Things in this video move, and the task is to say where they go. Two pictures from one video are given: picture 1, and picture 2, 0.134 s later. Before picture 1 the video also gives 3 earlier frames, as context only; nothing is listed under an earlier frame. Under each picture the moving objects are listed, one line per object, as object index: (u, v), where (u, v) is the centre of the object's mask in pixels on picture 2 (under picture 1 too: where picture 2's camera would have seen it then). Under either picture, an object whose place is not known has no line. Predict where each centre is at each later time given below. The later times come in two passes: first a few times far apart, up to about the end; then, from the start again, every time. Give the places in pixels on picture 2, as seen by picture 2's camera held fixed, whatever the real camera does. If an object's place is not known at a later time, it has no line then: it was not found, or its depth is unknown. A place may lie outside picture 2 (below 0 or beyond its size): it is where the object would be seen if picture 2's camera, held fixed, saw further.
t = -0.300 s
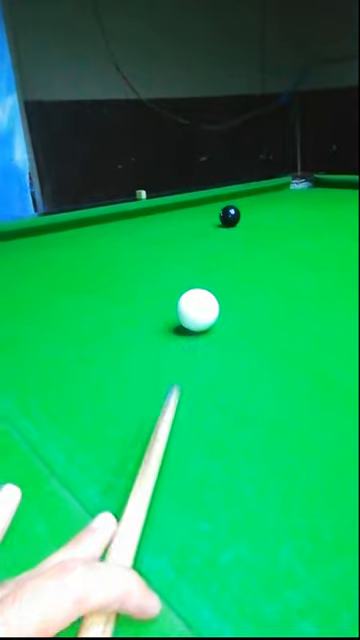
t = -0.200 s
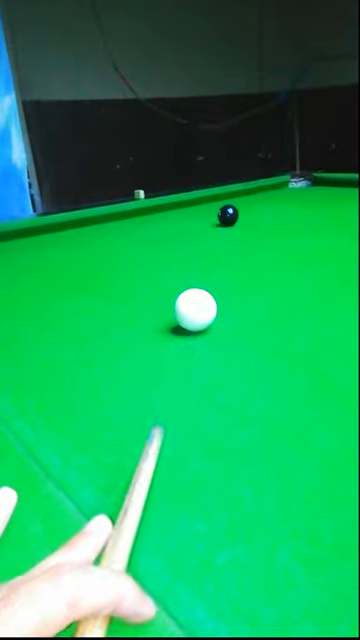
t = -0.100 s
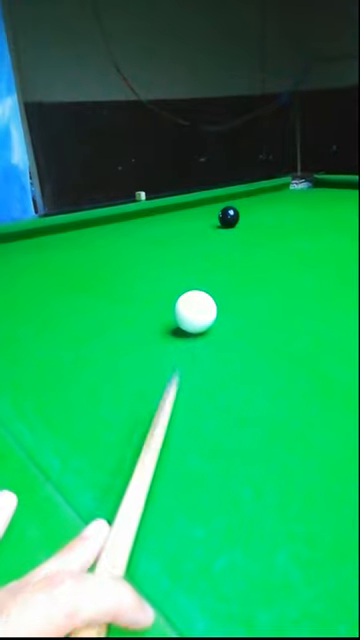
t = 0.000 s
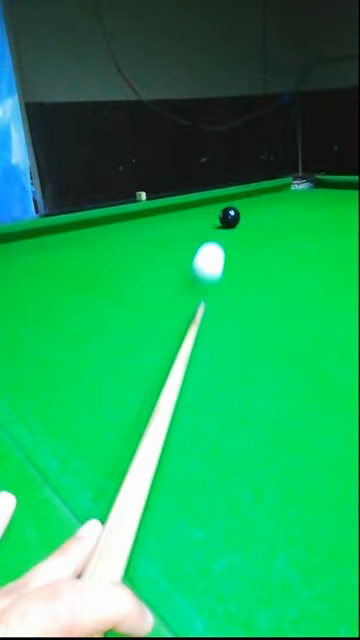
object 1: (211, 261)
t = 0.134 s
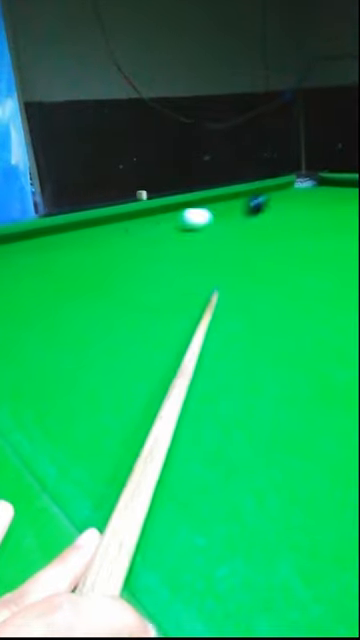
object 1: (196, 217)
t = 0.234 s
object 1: (150, 217)
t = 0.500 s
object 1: (133, 223)
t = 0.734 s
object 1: (164, 236)
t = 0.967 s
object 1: (204, 253)
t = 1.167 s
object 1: (247, 272)
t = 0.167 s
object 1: (179, 217)
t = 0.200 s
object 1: (164, 217)
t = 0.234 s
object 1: (150, 217)
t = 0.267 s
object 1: (138, 216)
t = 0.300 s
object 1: (125, 215)
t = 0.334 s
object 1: (115, 215)
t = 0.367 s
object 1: (117, 216)
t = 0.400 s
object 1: (121, 218)
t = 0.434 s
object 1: (125, 220)
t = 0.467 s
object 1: (129, 221)
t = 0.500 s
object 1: (133, 223)
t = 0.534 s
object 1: (137, 225)
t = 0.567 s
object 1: (141, 226)
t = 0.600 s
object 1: (145, 228)
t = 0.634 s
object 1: (150, 230)
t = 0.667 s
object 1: (154, 232)
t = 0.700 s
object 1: (159, 234)
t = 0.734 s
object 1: (164, 236)
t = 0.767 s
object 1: (169, 238)
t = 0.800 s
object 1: (174, 240)
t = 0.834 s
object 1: (180, 243)
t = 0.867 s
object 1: (186, 245)
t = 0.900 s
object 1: (191, 248)
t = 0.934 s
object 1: (197, 250)
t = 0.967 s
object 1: (204, 253)
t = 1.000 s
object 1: (211, 256)
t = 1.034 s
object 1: (217, 259)
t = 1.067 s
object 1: (225, 262)
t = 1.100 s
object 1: (233, 265)
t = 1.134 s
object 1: (240, 268)
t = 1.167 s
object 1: (247, 272)
